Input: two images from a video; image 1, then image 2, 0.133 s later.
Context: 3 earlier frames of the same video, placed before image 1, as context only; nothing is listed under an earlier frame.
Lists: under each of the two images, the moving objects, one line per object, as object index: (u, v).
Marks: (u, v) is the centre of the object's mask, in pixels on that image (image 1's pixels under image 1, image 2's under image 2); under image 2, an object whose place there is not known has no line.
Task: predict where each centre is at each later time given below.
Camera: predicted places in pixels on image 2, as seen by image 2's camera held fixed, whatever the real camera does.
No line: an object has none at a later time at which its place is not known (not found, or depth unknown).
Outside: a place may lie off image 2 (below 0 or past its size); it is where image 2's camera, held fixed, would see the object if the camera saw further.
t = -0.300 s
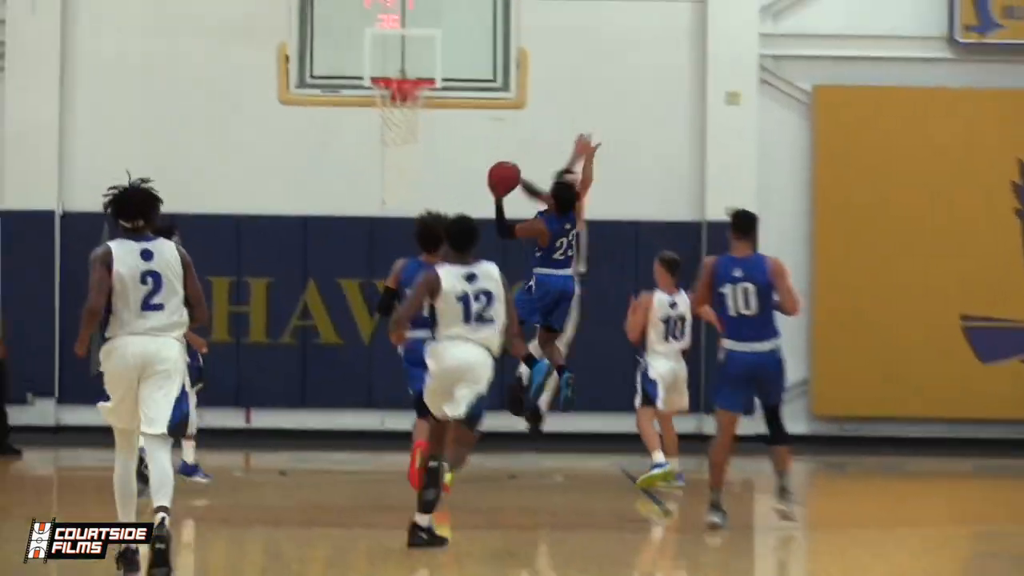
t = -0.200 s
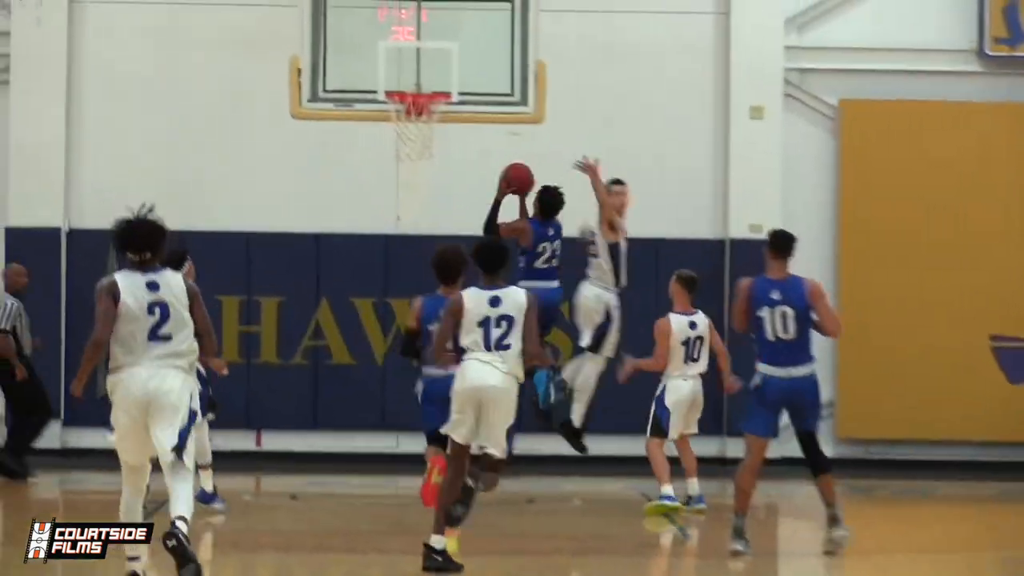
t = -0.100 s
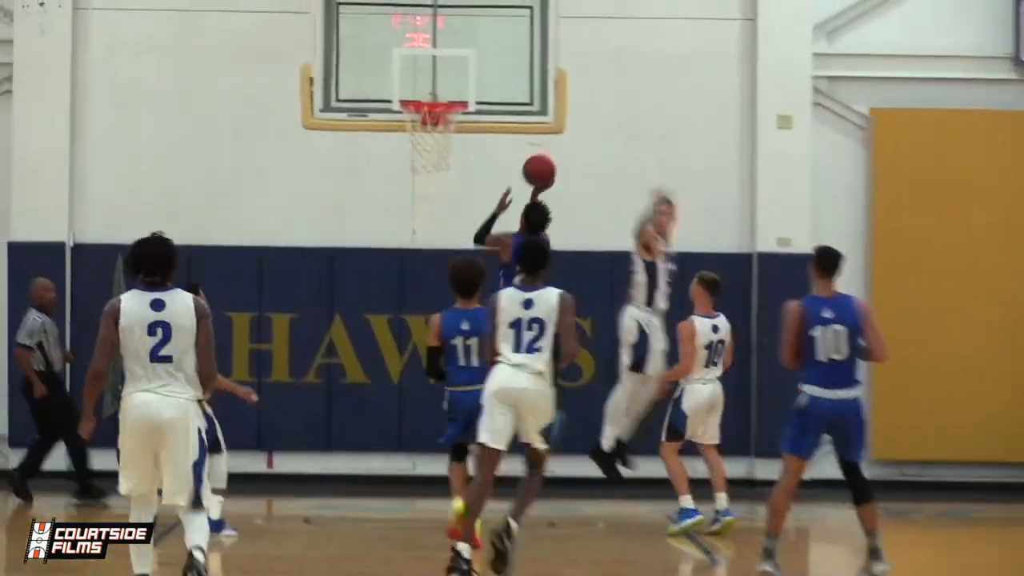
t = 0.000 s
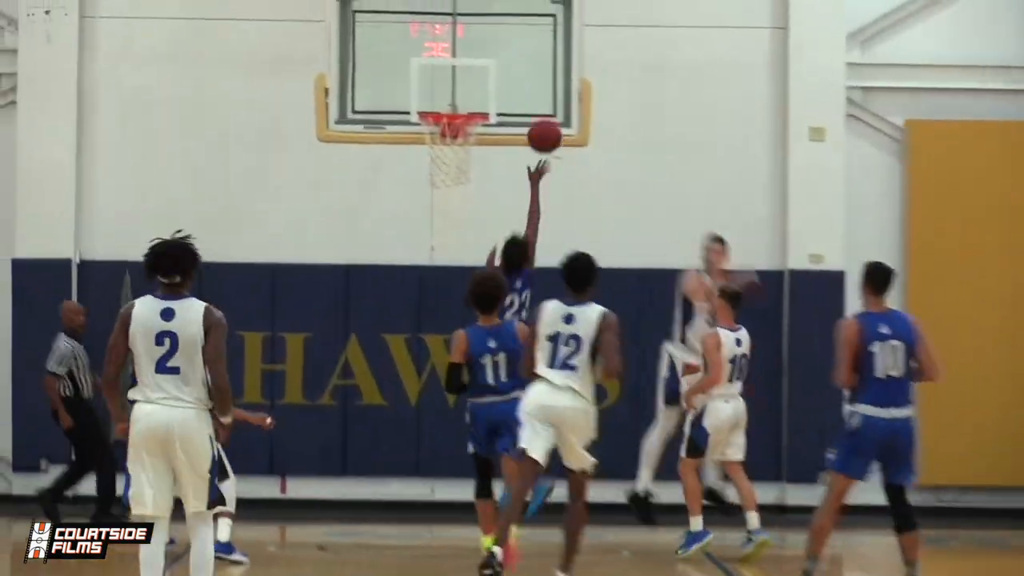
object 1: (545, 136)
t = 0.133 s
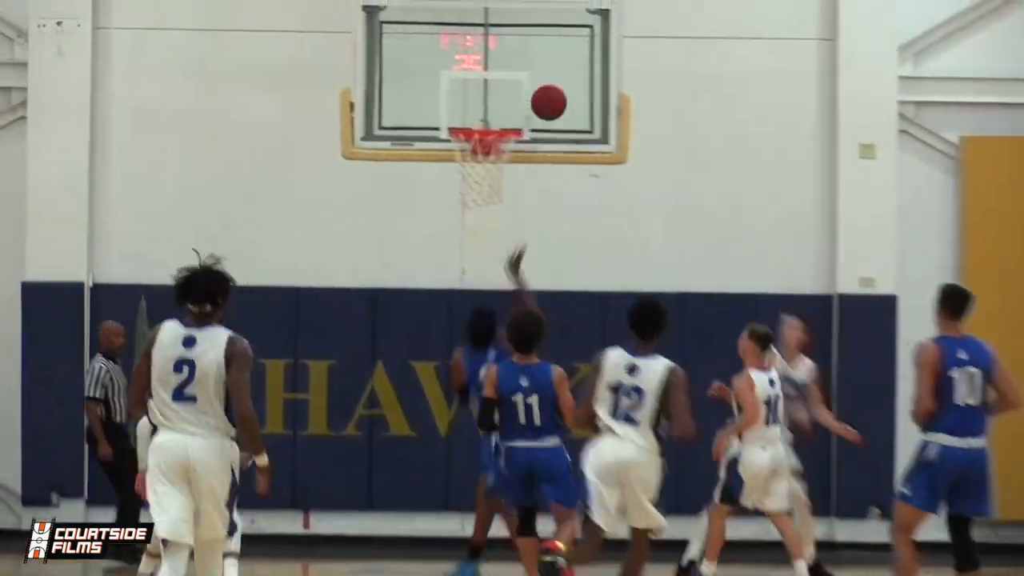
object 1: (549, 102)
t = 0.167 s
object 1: (540, 94)
